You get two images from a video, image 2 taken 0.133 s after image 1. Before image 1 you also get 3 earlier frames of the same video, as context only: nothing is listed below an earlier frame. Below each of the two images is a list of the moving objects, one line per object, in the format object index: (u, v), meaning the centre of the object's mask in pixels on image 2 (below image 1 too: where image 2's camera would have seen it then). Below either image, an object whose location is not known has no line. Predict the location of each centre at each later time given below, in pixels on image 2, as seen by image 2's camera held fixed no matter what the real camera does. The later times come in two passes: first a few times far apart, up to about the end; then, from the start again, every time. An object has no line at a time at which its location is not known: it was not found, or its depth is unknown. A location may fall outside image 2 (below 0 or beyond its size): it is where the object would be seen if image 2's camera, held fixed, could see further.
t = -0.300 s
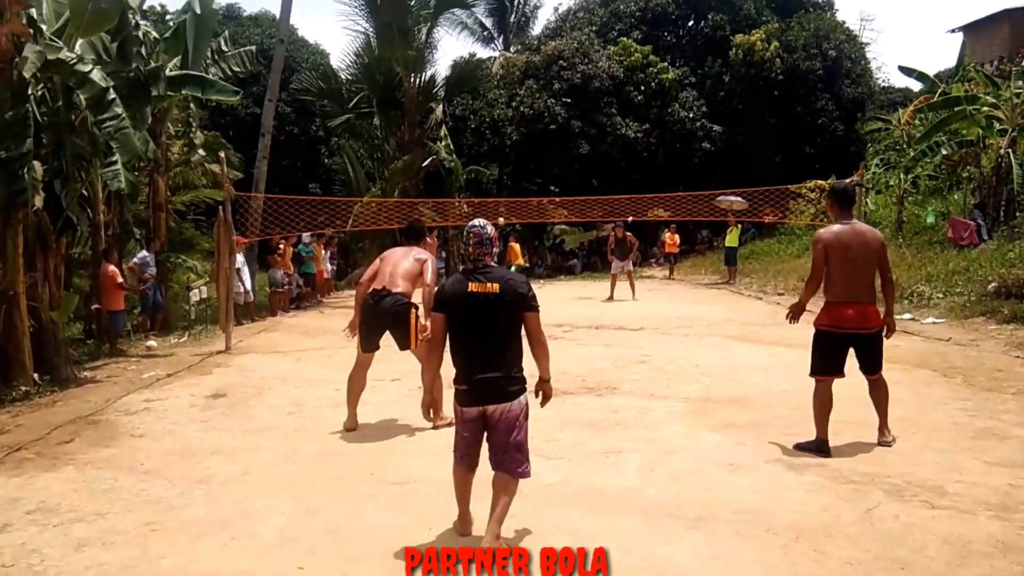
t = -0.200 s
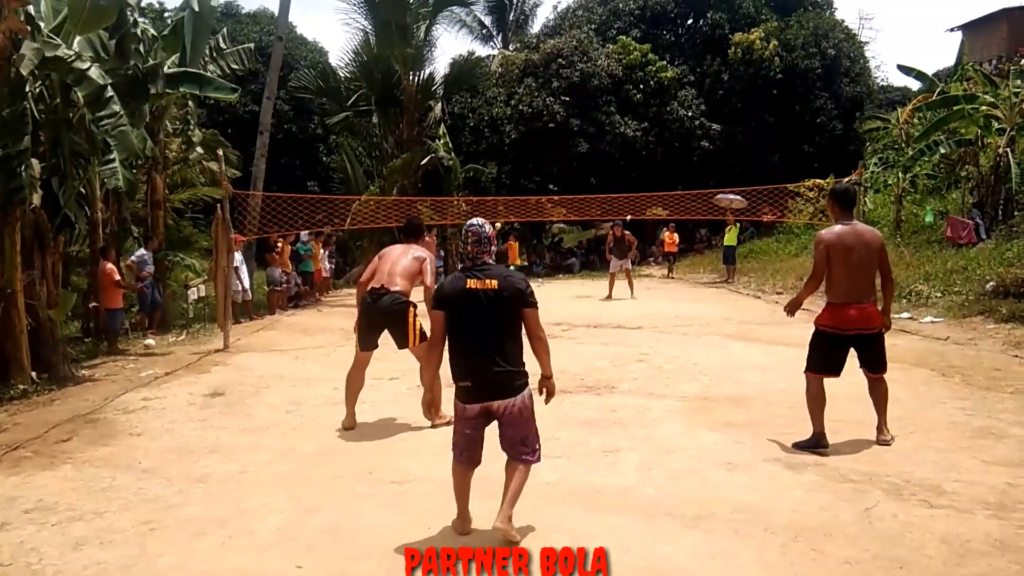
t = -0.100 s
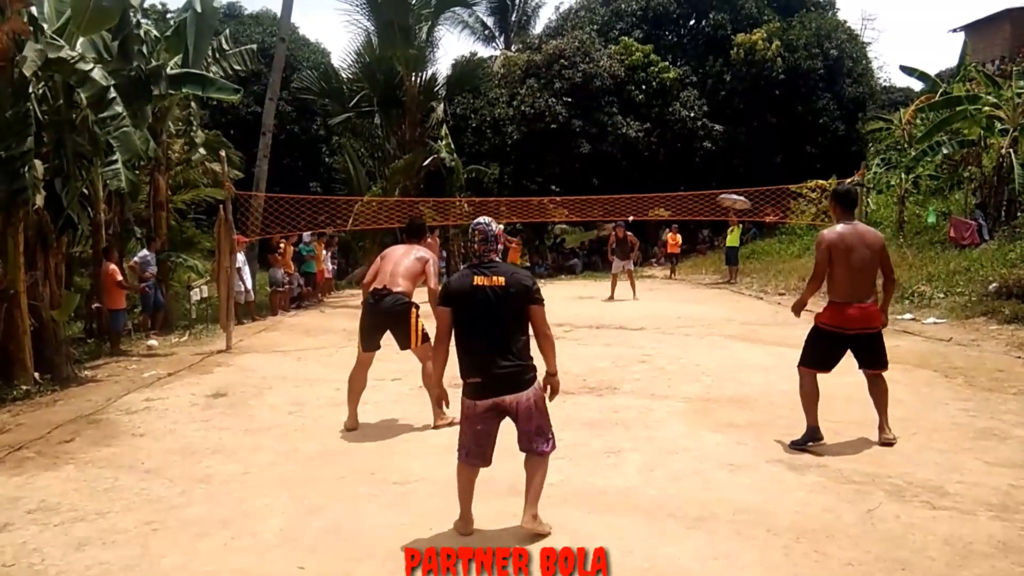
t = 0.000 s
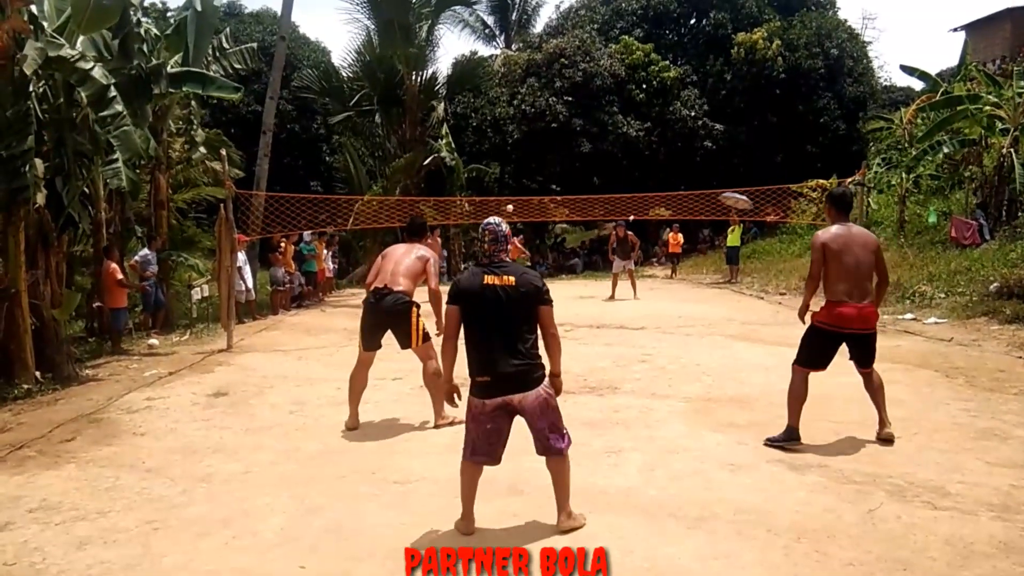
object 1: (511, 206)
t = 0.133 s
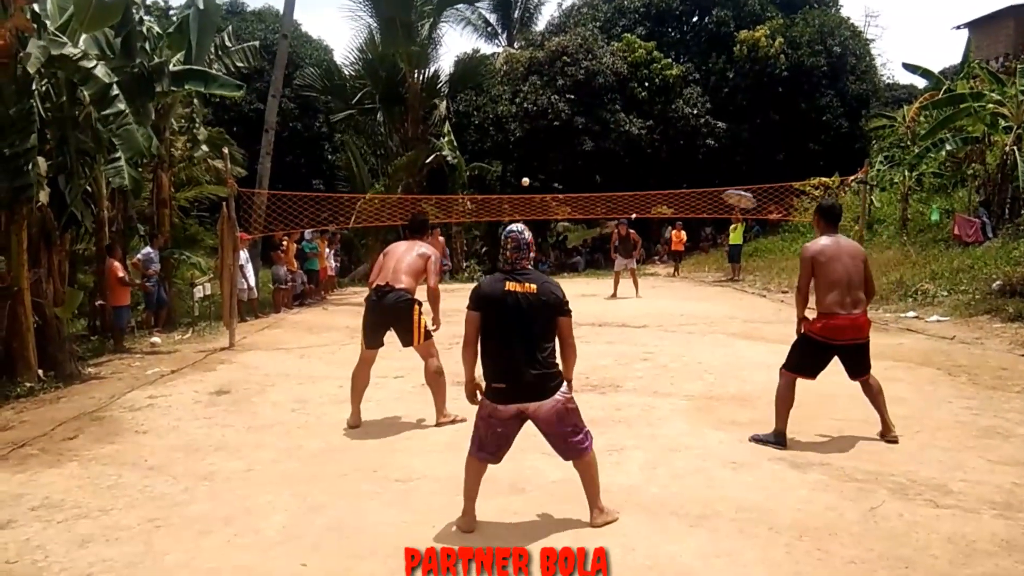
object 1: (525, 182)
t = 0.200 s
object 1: (533, 170)
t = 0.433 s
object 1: (567, 145)
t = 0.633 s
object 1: (616, 152)
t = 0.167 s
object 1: (528, 176)
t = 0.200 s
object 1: (533, 170)
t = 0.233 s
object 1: (536, 165)
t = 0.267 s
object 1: (541, 161)
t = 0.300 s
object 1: (545, 157)
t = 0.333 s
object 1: (550, 153)
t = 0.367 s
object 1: (555, 150)
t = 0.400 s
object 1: (561, 148)
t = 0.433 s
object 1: (567, 145)
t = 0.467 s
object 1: (573, 144)
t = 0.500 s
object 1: (581, 144)
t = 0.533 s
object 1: (588, 144)
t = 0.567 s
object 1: (597, 146)
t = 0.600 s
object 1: (606, 148)
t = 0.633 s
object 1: (616, 152)
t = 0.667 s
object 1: (628, 158)
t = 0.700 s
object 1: (640, 165)
